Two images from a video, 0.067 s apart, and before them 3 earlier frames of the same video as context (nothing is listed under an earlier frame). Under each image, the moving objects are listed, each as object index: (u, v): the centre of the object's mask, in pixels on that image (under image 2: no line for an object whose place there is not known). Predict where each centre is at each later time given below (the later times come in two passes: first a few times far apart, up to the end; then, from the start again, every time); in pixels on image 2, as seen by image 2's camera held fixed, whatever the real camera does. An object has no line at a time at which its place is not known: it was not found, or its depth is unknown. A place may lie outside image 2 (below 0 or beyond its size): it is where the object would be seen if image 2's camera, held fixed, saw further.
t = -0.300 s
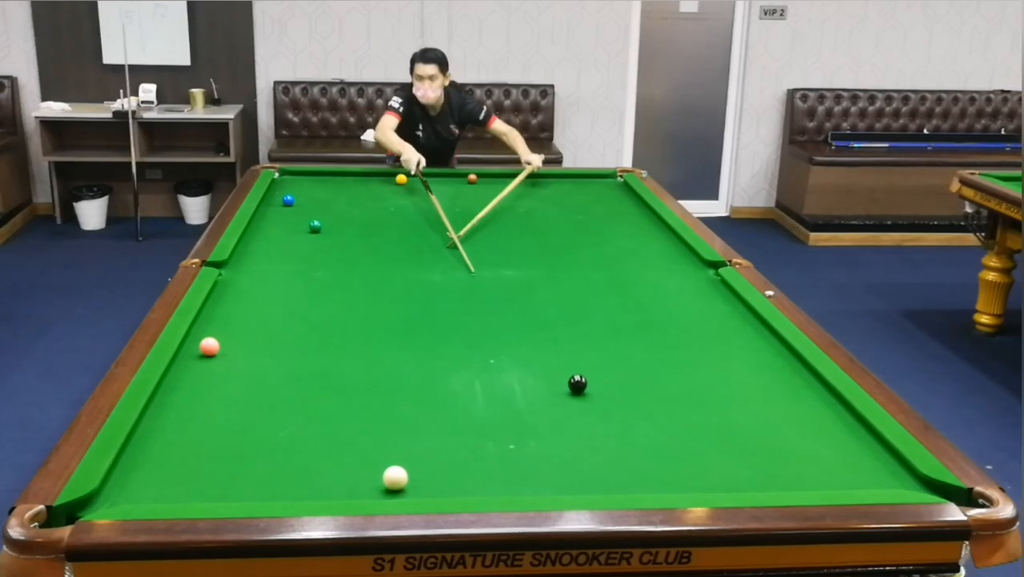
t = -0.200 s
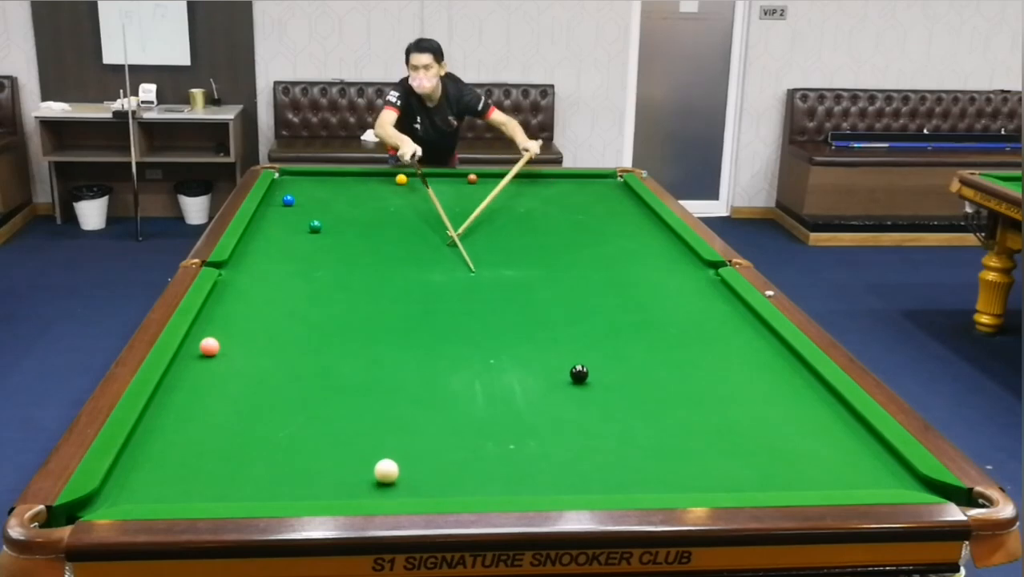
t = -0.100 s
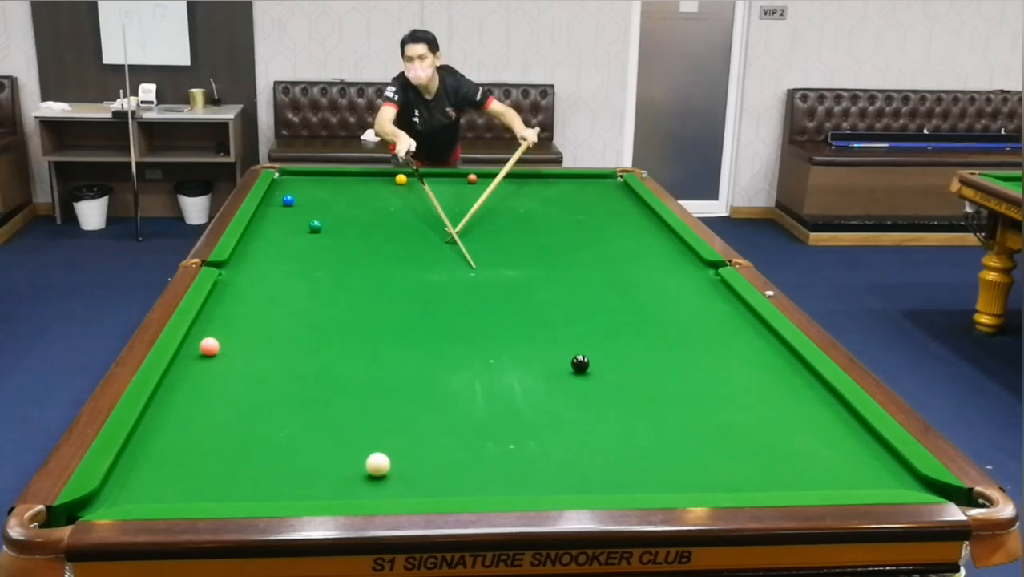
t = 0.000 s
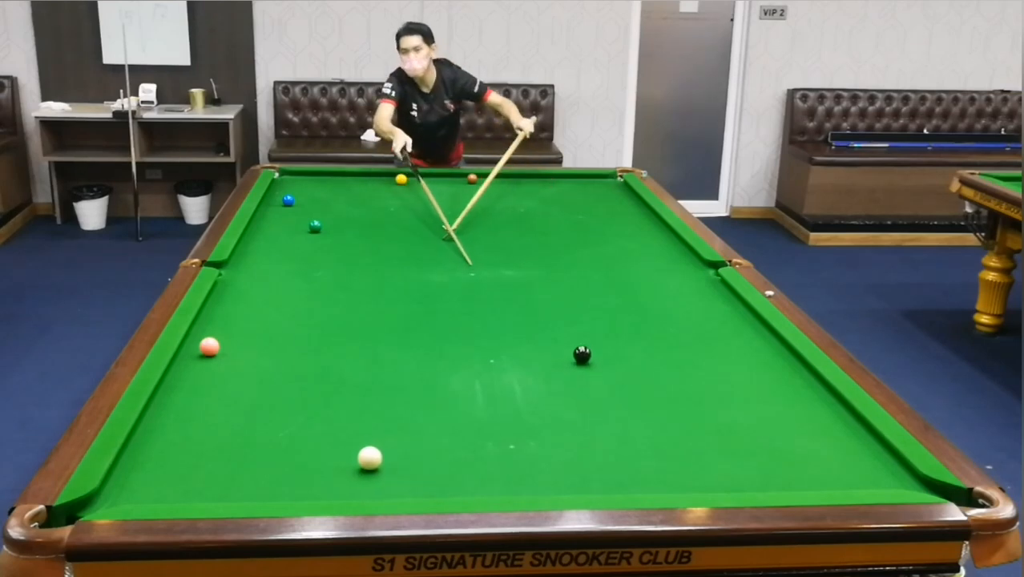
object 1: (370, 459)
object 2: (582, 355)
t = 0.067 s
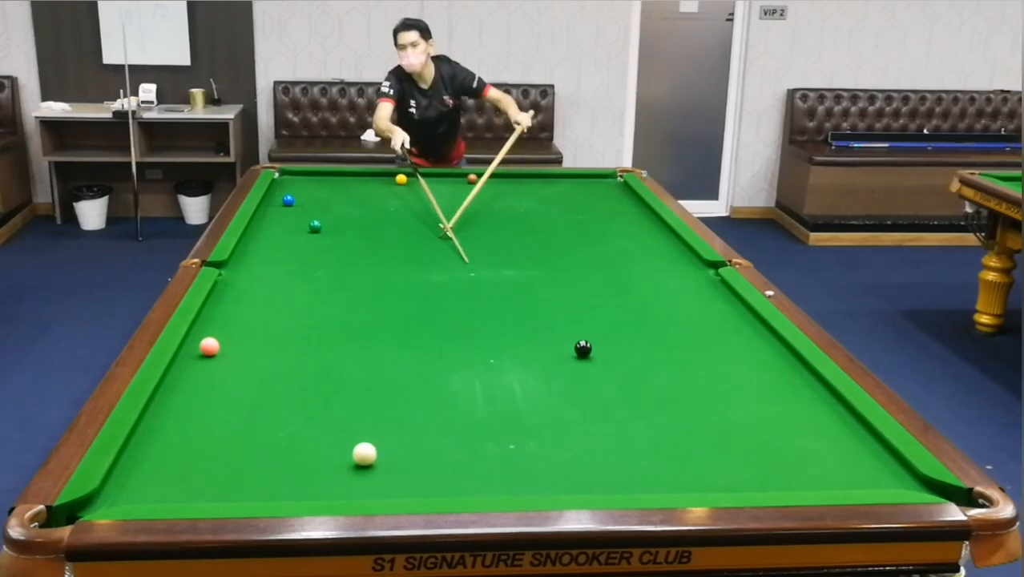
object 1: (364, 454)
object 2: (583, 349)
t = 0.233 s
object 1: (352, 445)
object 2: (585, 335)
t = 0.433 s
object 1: (338, 434)
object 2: (587, 321)
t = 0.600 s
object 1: (328, 426)
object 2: (589, 310)
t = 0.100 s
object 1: (362, 452)
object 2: (583, 346)
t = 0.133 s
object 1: (359, 451)
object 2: (584, 343)
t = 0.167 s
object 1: (357, 449)
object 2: (584, 341)
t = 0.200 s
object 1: (354, 447)
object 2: (584, 338)
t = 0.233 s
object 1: (352, 445)
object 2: (585, 335)
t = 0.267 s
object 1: (350, 443)
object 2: (585, 333)
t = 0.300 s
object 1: (347, 441)
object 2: (586, 330)
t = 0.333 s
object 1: (345, 439)
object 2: (586, 328)
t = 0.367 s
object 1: (343, 438)
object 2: (587, 325)
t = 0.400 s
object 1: (340, 436)
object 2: (587, 323)
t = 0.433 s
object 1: (338, 434)
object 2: (587, 321)
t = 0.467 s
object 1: (336, 433)
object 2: (588, 318)
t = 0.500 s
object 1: (334, 431)
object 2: (588, 316)
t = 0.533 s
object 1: (332, 429)
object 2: (588, 314)
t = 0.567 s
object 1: (330, 428)
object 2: (589, 312)
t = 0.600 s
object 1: (328, 426)
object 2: (589, 310)
